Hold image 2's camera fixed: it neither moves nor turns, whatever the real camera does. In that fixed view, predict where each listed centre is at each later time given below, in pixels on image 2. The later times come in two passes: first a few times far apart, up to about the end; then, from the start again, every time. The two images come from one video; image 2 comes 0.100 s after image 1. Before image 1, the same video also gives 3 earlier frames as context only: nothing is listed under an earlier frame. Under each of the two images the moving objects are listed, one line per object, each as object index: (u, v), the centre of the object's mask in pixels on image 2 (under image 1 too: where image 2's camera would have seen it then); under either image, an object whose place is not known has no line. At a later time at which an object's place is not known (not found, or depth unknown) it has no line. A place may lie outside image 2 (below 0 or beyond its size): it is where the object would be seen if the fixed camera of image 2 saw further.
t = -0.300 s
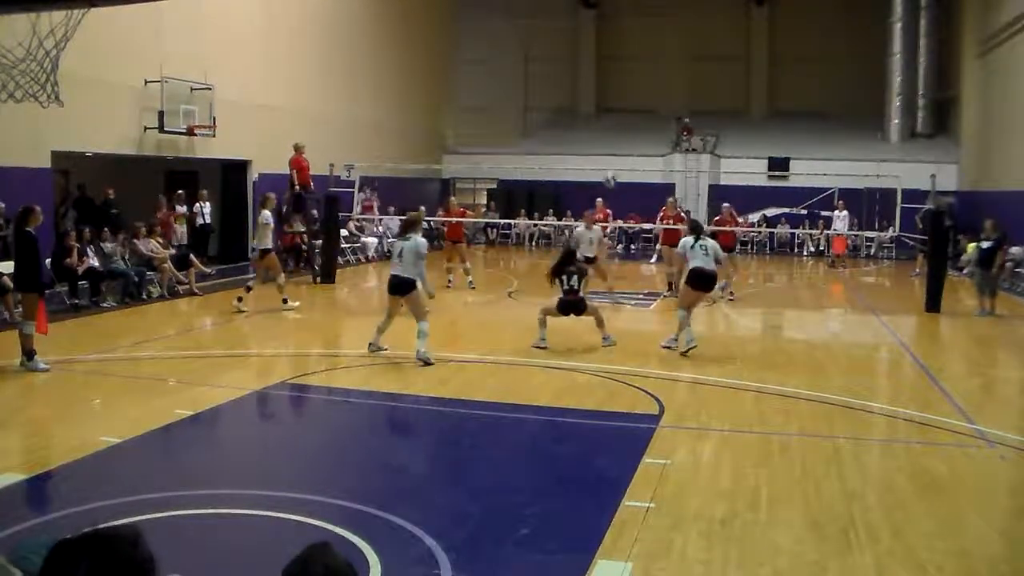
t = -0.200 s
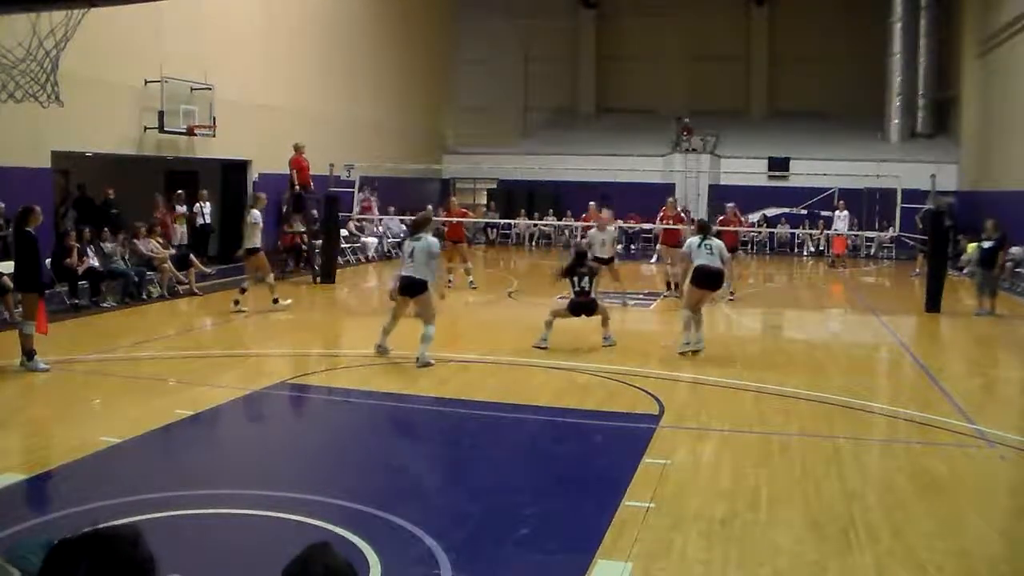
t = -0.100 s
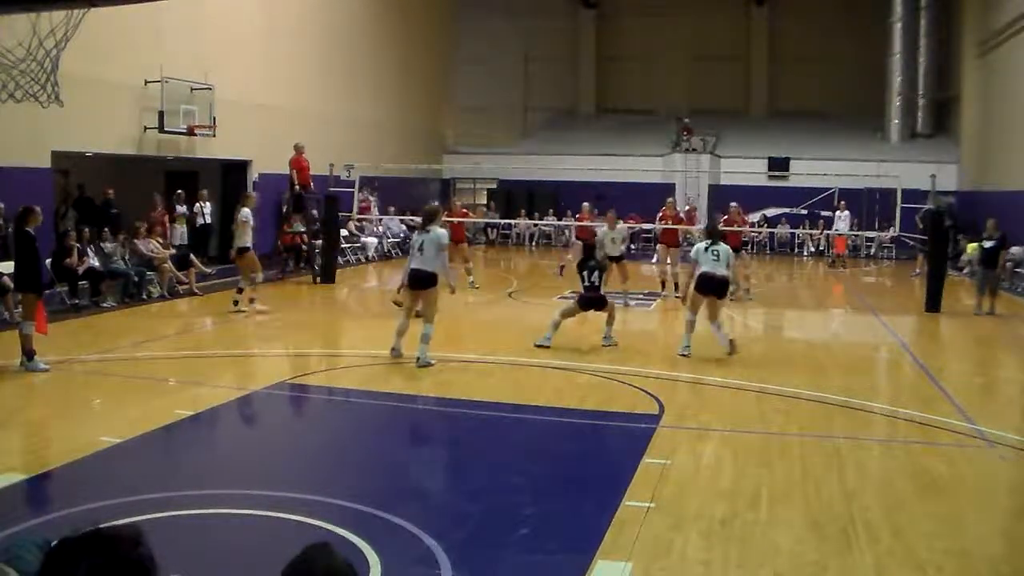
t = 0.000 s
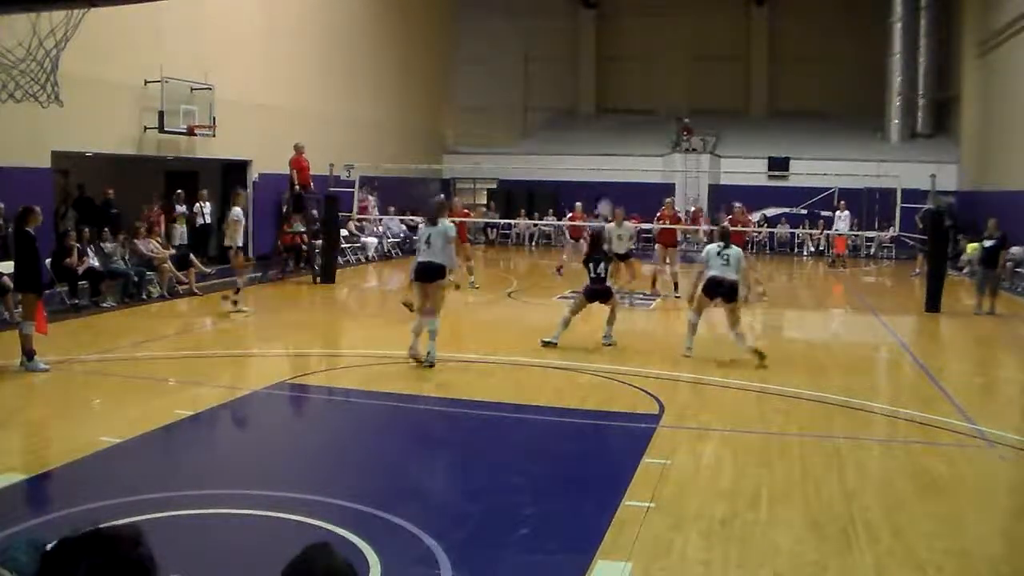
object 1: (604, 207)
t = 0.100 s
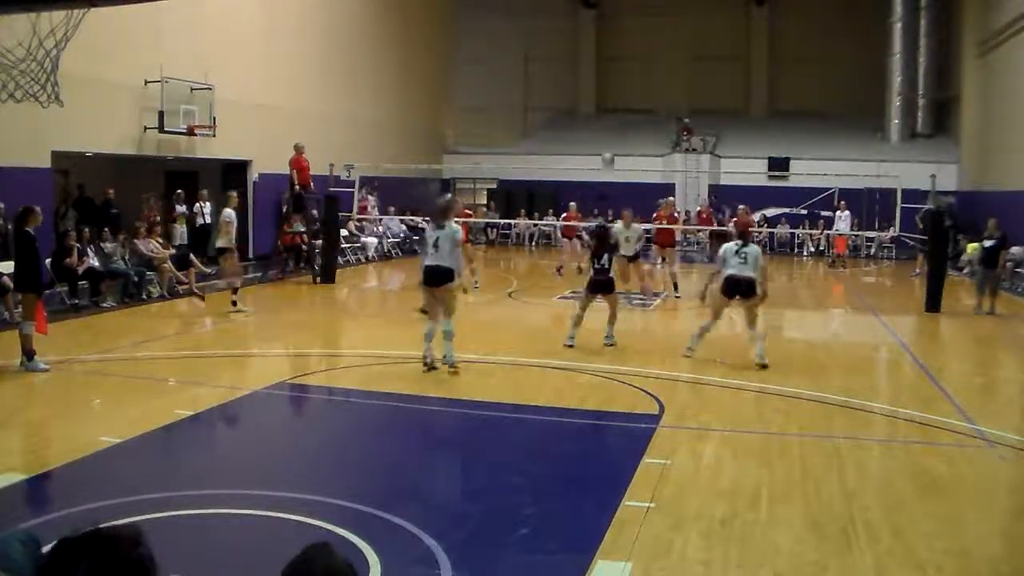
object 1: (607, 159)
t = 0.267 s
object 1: (610, 92)
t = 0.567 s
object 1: (613, 33)
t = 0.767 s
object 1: (614, 29)
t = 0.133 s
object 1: (607, 140)
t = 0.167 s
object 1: (608, 127)
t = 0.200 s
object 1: (609, 113)
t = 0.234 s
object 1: (609, 104)
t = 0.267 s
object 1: (610, 92)
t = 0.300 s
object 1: (610, 81)
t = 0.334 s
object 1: (611, 73)
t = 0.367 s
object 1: (611, 66)
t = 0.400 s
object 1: (612, 57)
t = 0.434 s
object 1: (612, 50)
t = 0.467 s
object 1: (613, 44)
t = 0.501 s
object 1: (613, 40)
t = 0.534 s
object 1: (613, 36)
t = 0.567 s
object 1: (613, 33)
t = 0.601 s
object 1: (613, 30)
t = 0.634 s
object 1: (613, 28)
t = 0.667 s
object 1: (614, 27)
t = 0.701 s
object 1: (614, 28)
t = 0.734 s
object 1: (614, 28)
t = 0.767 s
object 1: (614, 29)
